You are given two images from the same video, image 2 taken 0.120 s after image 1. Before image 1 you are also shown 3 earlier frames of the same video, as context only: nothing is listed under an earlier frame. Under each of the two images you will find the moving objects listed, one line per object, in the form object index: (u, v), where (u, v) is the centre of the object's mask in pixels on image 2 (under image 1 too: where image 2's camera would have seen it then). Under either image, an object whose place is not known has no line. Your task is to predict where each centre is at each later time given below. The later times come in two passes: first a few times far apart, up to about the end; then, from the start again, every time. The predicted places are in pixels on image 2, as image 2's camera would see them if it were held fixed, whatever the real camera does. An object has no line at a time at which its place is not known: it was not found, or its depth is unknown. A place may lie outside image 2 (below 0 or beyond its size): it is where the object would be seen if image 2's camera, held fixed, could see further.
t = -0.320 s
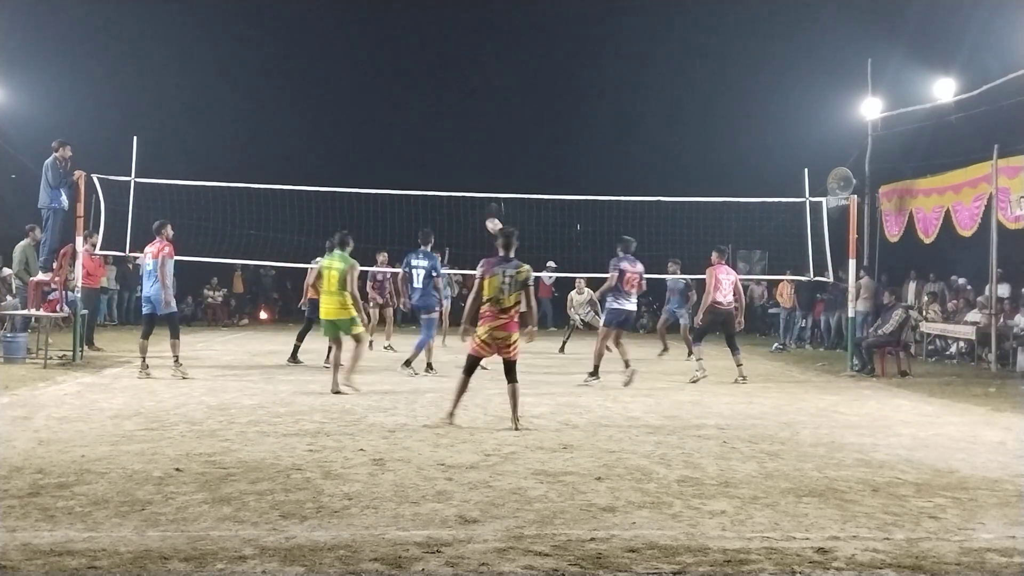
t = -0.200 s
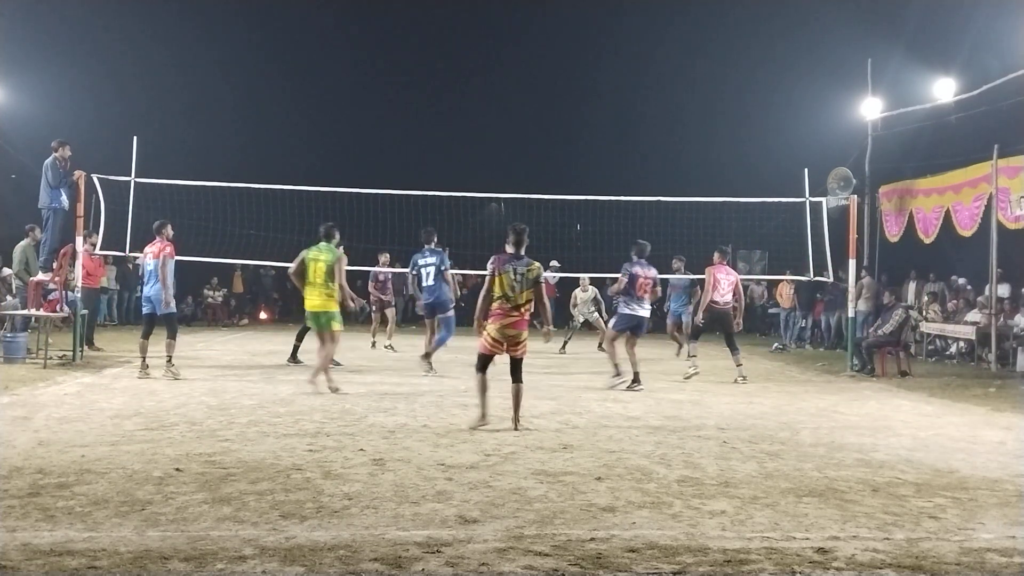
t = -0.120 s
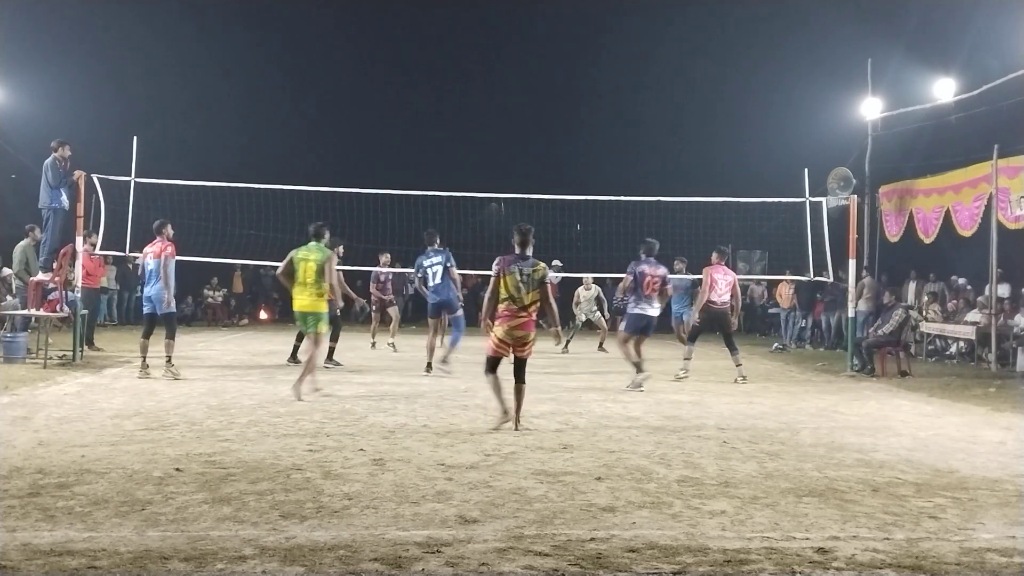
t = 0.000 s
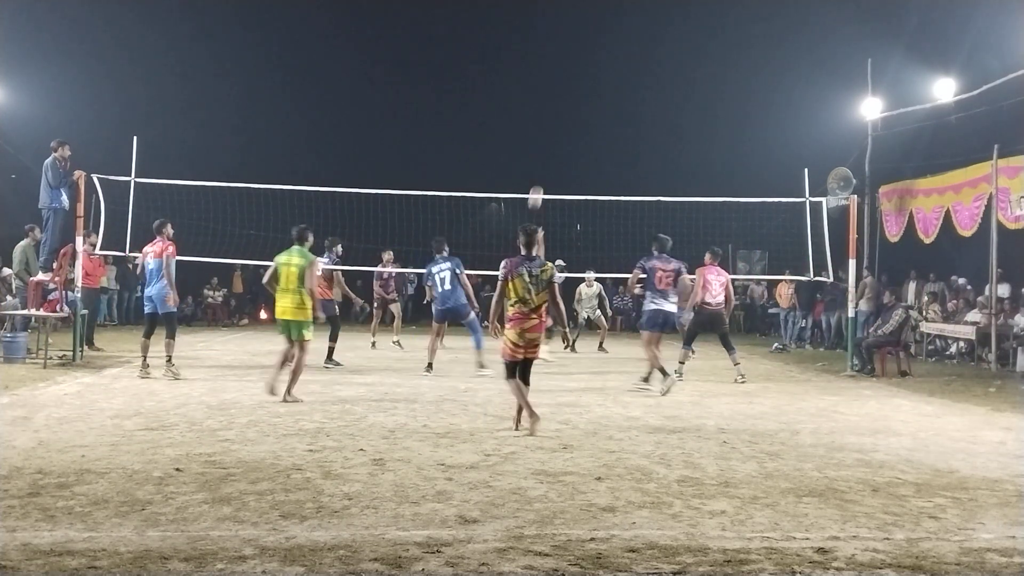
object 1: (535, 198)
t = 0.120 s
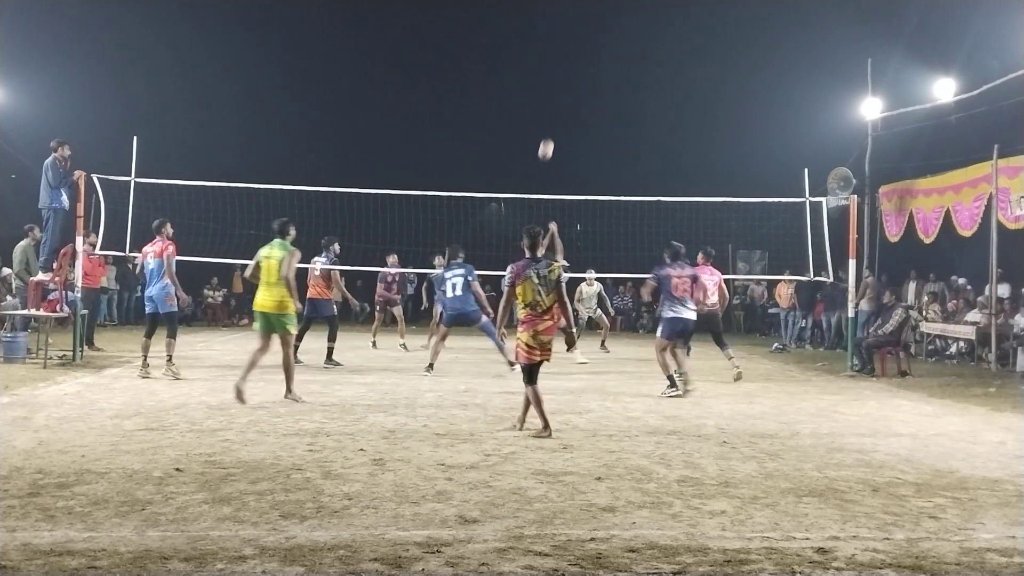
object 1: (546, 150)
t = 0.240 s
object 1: (556, 110)
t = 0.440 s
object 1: (571, 64)
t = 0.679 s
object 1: (589, 42)
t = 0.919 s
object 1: (607, 60)
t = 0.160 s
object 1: (549, 135)
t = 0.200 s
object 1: (552, 122)
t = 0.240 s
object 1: (556, 110)
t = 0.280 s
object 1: (559, 98)
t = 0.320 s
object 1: (562, 88)
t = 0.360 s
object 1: (565, 79)
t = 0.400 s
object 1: (568, 71)
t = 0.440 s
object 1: (571, 64)
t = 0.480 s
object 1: (575, 58)
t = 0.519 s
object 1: (578, 52)
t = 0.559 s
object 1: (581, 48)
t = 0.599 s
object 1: (583, 45)
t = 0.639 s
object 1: (586, 43)
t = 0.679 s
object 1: (589, 42)
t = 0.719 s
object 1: (592, 43)
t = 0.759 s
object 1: (595, 44)
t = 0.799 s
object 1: (598, 46)
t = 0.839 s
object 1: (601, 50)
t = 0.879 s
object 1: (604, 54)
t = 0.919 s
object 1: (607, 60)
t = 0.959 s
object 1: (609, 66)
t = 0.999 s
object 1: (612, 74)
